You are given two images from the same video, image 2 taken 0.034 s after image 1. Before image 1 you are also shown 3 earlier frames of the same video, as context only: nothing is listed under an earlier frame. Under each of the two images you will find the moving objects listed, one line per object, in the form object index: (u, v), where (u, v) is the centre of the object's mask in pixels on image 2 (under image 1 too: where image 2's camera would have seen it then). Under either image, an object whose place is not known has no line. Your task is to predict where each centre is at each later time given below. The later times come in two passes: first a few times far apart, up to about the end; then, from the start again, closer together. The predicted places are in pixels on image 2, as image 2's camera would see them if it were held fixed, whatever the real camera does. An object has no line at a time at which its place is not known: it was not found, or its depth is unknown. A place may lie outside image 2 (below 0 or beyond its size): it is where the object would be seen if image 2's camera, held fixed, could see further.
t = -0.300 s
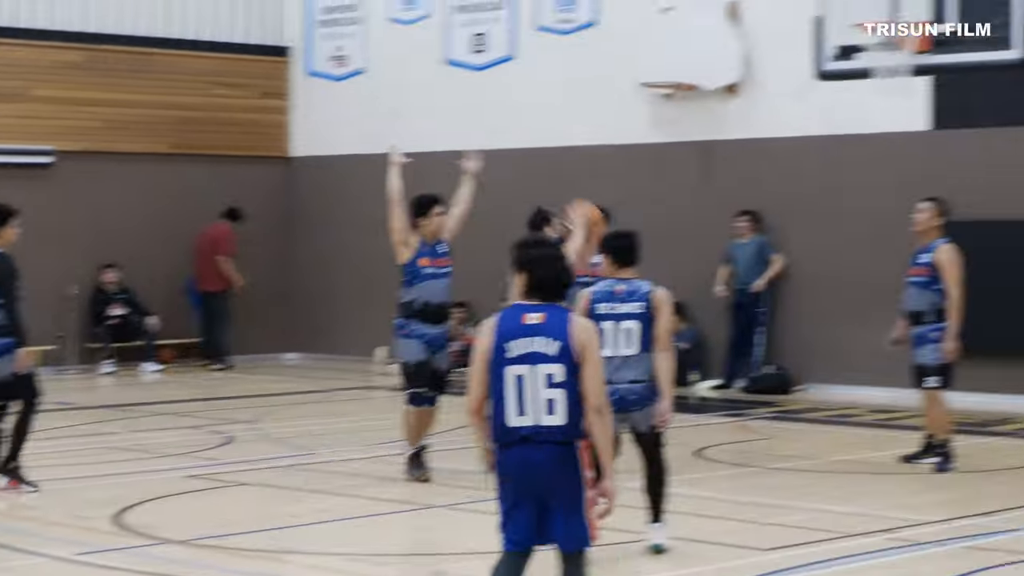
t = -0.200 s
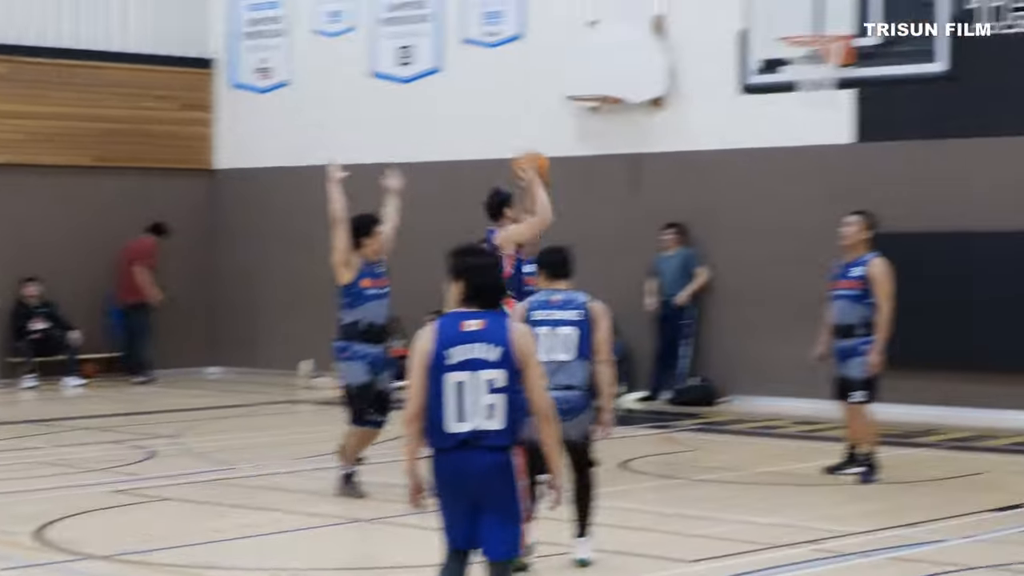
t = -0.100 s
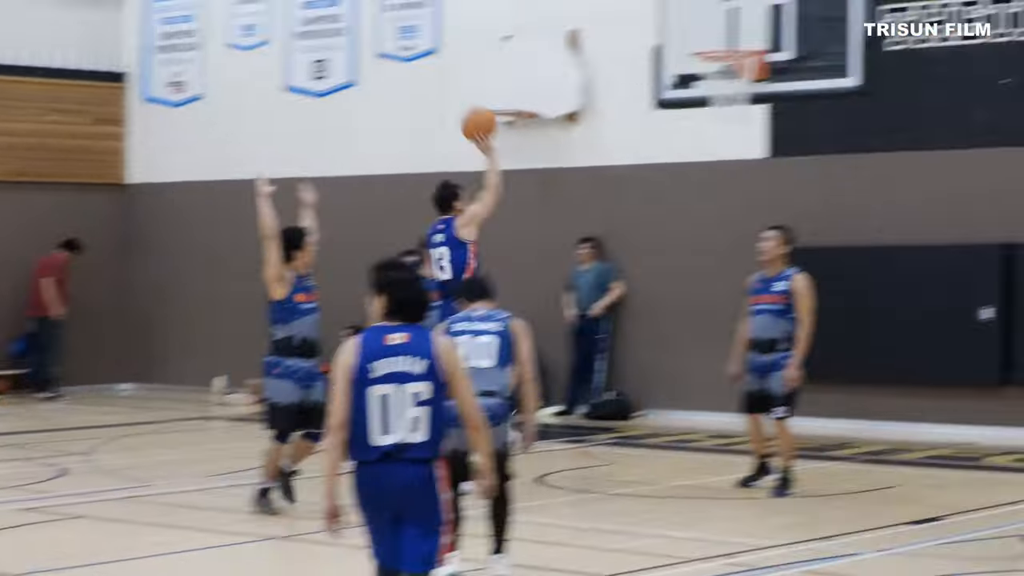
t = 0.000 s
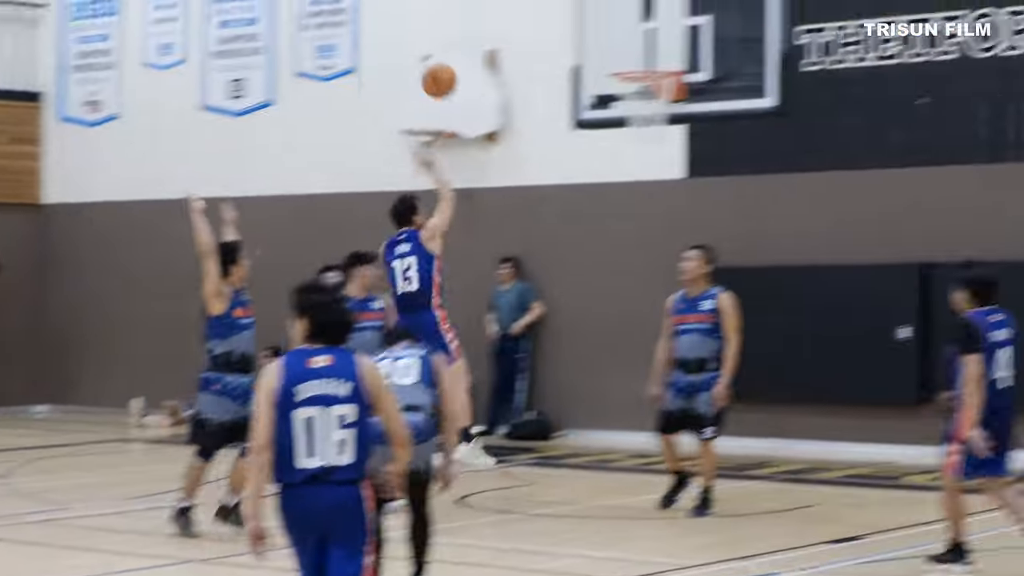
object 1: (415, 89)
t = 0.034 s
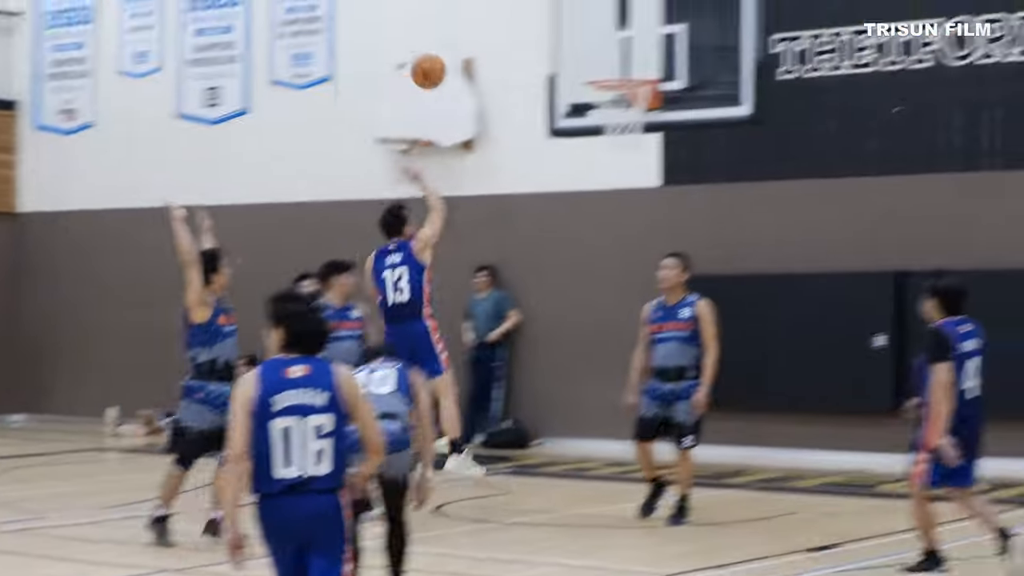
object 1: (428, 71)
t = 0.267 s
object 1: (514, -2)
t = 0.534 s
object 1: (607, 14)
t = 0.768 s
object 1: (674, 55)
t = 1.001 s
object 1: (707, 51)
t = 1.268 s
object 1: (746, 143)
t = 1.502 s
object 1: (783, 308)
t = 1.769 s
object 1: (822, 439)
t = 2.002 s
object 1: (851, 288)
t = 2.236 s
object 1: (883, 209)
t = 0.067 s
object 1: (440, 55)
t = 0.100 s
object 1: (453, 41)
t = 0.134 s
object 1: (465, 29)
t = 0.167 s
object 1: (477, 19)
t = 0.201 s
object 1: (490, 10)
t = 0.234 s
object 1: (502, 3)
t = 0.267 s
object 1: (514, -2)
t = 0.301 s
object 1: (525, -5)
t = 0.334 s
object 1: (537, -7)
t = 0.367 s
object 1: (549, -8)
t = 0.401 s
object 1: (560, -7)
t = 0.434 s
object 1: (572, -4)
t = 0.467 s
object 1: (583, 0)
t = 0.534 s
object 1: (607, 14)
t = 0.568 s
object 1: (617, 21)
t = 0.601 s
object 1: (628, 32)
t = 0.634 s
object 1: (639, 43)
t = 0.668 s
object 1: (652, 57)
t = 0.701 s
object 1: (660, 71)
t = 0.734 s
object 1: (665, 64)
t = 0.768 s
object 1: (674, 55)
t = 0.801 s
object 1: (679, 48)
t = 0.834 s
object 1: (683, 45)
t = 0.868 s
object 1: (688, 43)
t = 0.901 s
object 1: (694, 42)
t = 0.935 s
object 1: (698, 43)
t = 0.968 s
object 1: (703, 47)
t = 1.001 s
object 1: (707, 51)
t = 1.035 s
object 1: (712, 57)
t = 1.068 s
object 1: (717, 65)
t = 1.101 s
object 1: (723, 74)
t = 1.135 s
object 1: (727, 84)
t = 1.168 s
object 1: (731, 95)
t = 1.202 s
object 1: (736, 111)
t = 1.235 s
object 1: (742, 128)
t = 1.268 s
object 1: (746, 143)
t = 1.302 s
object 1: (751, 162)
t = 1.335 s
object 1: (755, 183)
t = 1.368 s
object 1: (760, 204)
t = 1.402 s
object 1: (765, 229)
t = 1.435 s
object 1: (769, 254)
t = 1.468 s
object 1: (775, 282)
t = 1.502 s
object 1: (783, 308)
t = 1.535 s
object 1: (792, 336)
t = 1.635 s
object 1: (801, 439)
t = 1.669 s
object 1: (807, 484)
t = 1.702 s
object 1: (812, 500)
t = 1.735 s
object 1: (816, 471)
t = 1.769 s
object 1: (822, 439)
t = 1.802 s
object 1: (825, 416)
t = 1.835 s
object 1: (829, 392)
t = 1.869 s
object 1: (833, 368)
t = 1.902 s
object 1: (837, 346)
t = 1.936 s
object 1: (842, 325)
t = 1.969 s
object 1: (846, 305)
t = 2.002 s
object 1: (851, 288)
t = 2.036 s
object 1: (855, 273)
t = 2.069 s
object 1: (860, 257)
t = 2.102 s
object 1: (863, 243)
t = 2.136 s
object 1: (868, 232)
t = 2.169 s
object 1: (873, 223)
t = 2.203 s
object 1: (878, 215)
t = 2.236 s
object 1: (883, 209)
